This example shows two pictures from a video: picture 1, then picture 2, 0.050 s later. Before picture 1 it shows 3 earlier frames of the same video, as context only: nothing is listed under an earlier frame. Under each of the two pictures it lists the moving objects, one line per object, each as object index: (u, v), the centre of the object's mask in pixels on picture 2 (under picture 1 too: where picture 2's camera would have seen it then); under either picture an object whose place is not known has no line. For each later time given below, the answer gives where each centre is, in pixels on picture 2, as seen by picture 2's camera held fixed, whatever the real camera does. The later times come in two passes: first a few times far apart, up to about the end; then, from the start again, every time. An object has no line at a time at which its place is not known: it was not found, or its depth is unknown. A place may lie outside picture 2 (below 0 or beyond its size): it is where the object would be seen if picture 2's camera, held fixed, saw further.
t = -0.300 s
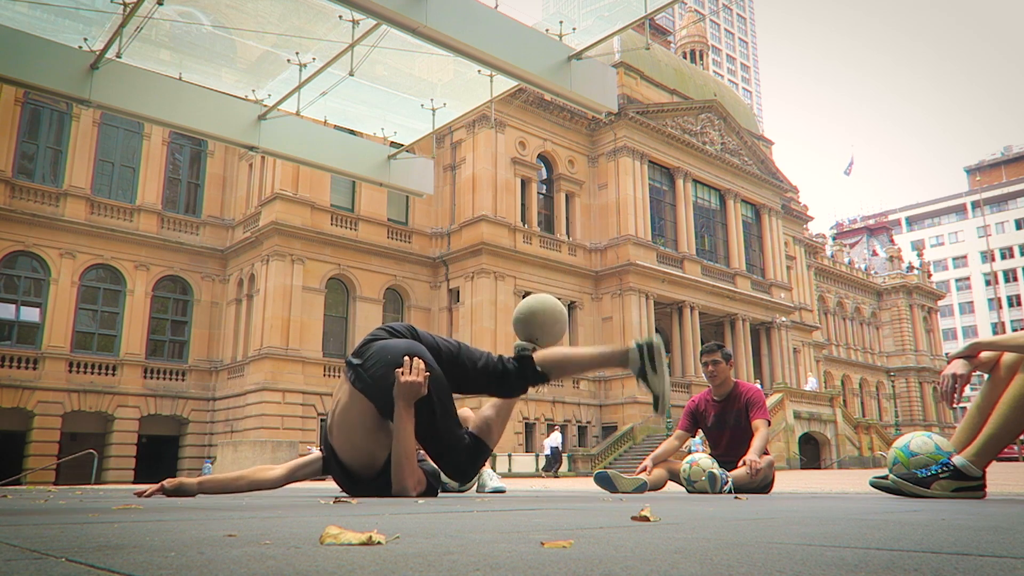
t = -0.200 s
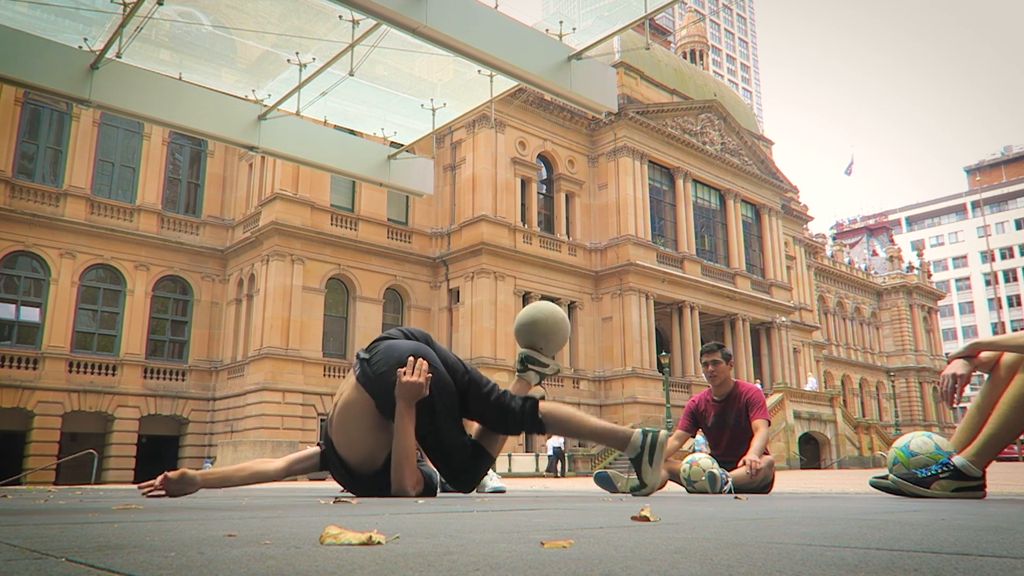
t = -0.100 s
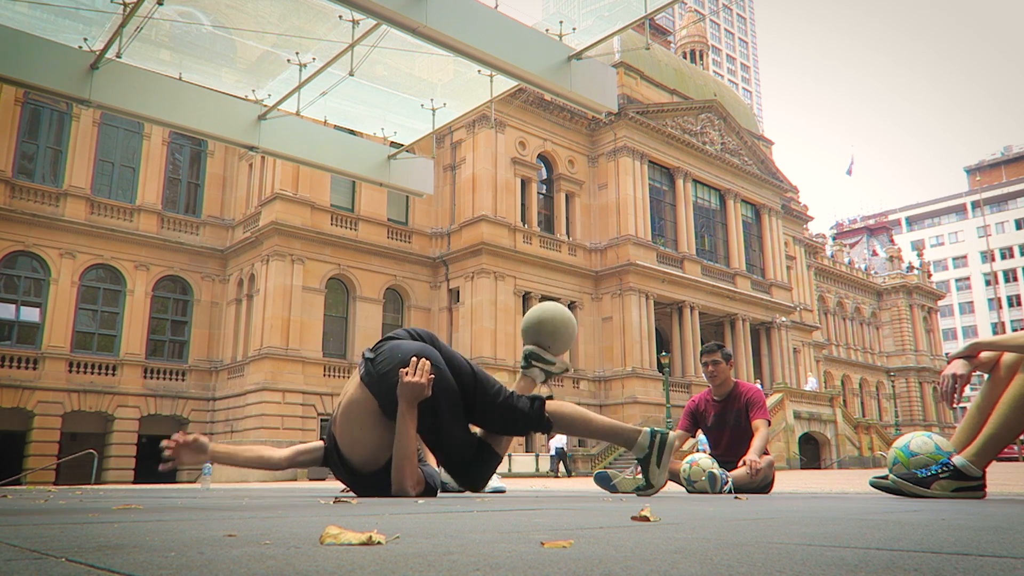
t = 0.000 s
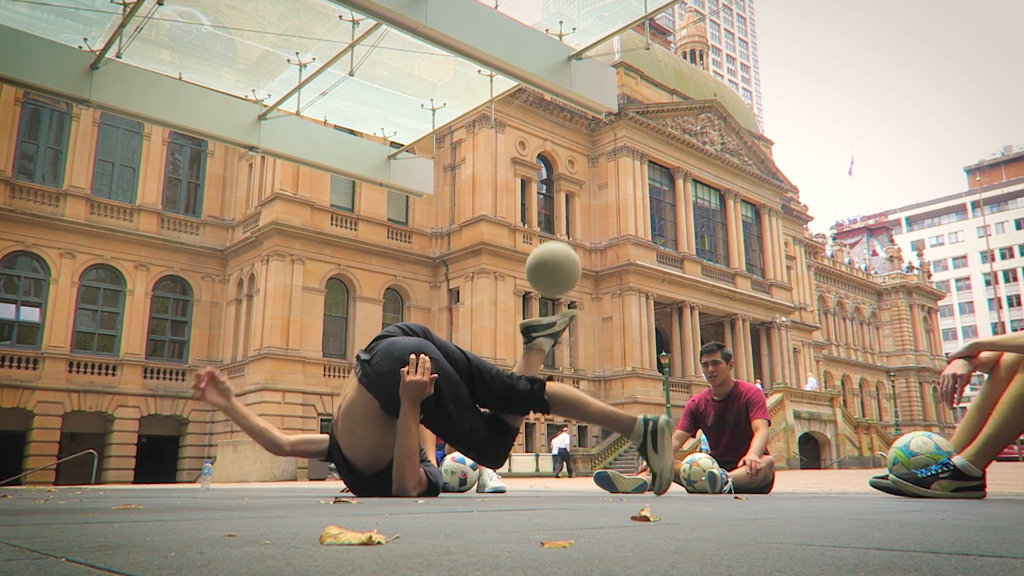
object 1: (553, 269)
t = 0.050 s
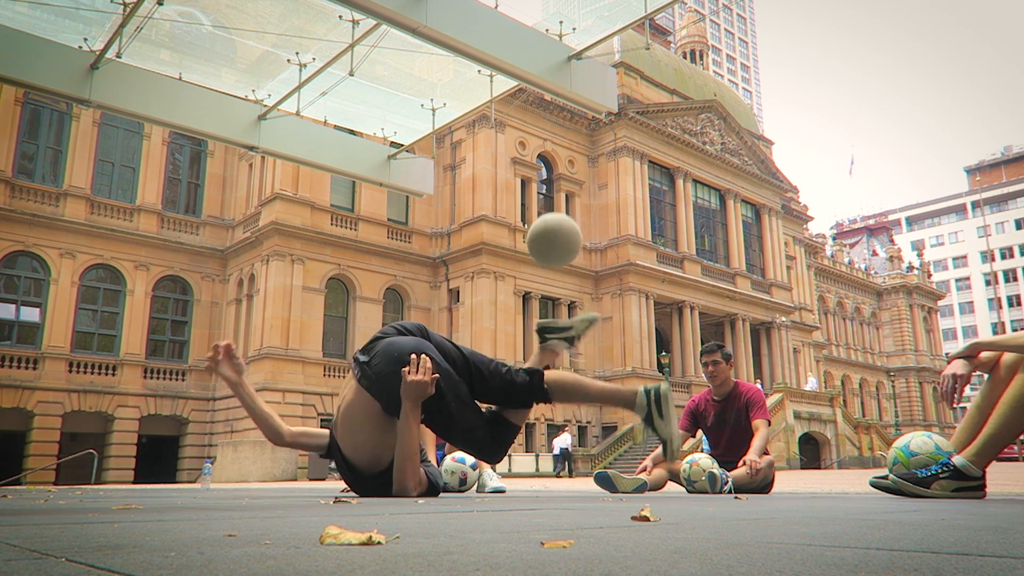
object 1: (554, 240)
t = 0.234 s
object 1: (559, 182)
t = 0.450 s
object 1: (568, 216)
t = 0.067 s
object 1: (555, 231)
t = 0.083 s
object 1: (555, 224)
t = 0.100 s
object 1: (555, 216)
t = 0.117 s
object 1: (556, 210)
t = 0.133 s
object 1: (556, 205)
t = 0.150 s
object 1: (557, 199)
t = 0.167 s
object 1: (557, 195)
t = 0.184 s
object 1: (557, 191)
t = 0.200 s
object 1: (558, 187)
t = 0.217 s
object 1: (558, 184)
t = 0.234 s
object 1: (559, 182)
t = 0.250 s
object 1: (559, 181)
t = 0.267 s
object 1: (560, 180)
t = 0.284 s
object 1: (561, 180)
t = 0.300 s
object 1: (561, 180)
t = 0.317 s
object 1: (562, 182)
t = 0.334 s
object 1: (562, 183)
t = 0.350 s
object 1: (563, 186)
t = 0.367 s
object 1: (564, 189)
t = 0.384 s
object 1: (564, 193)
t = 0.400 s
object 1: (565, 198)
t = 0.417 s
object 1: (566, 203)
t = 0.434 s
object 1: (567, 210)
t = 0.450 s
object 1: (568, 216)
